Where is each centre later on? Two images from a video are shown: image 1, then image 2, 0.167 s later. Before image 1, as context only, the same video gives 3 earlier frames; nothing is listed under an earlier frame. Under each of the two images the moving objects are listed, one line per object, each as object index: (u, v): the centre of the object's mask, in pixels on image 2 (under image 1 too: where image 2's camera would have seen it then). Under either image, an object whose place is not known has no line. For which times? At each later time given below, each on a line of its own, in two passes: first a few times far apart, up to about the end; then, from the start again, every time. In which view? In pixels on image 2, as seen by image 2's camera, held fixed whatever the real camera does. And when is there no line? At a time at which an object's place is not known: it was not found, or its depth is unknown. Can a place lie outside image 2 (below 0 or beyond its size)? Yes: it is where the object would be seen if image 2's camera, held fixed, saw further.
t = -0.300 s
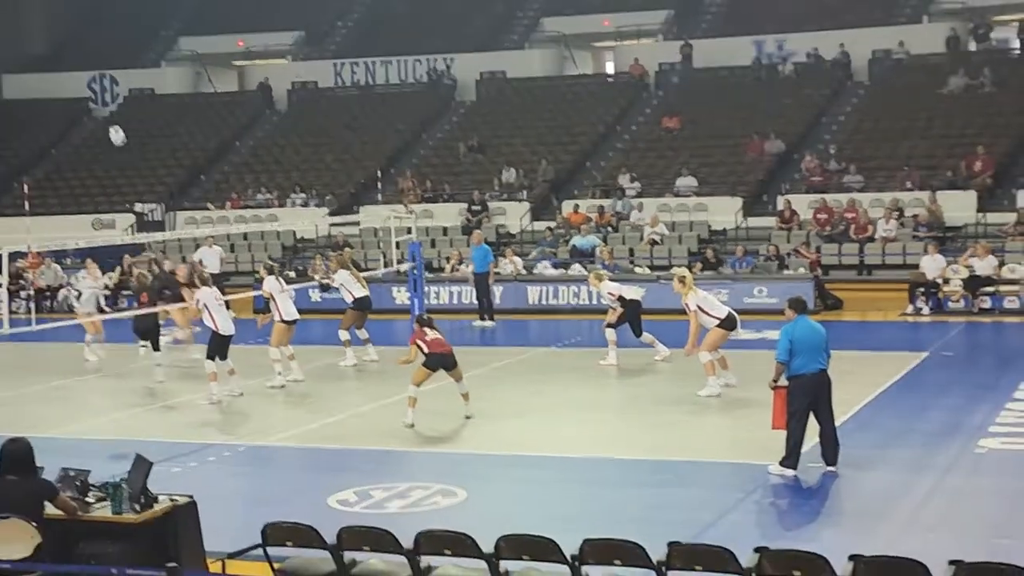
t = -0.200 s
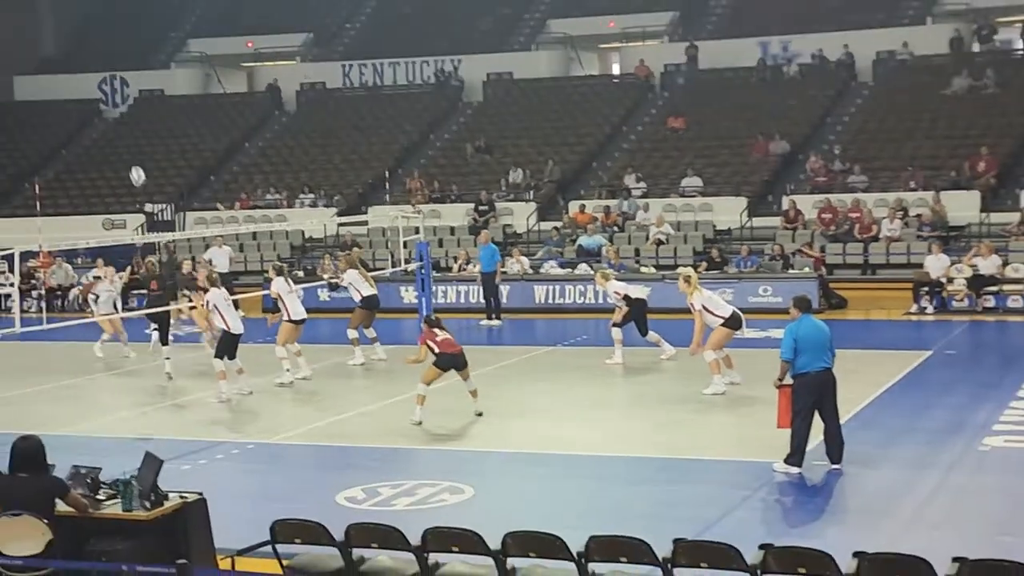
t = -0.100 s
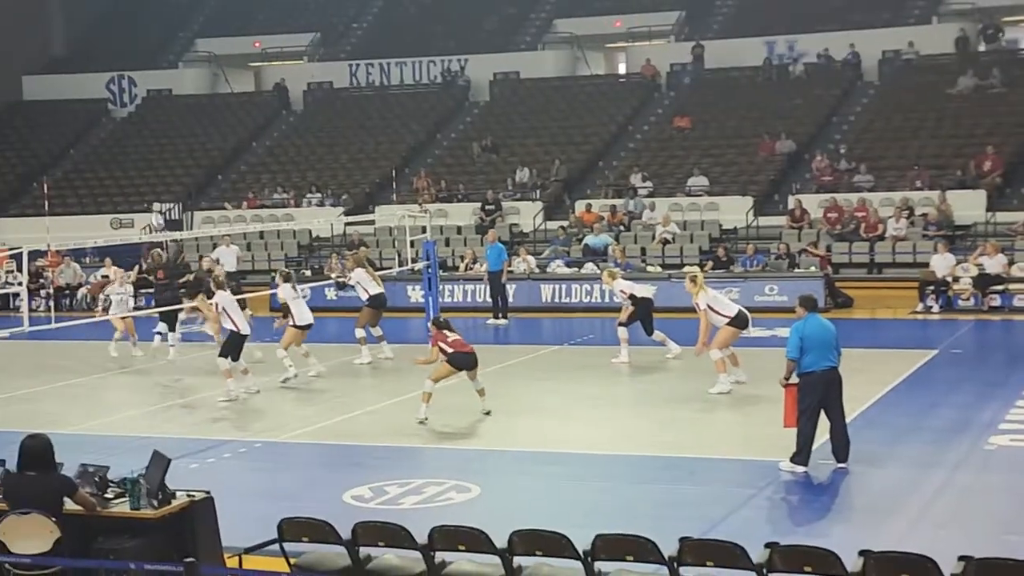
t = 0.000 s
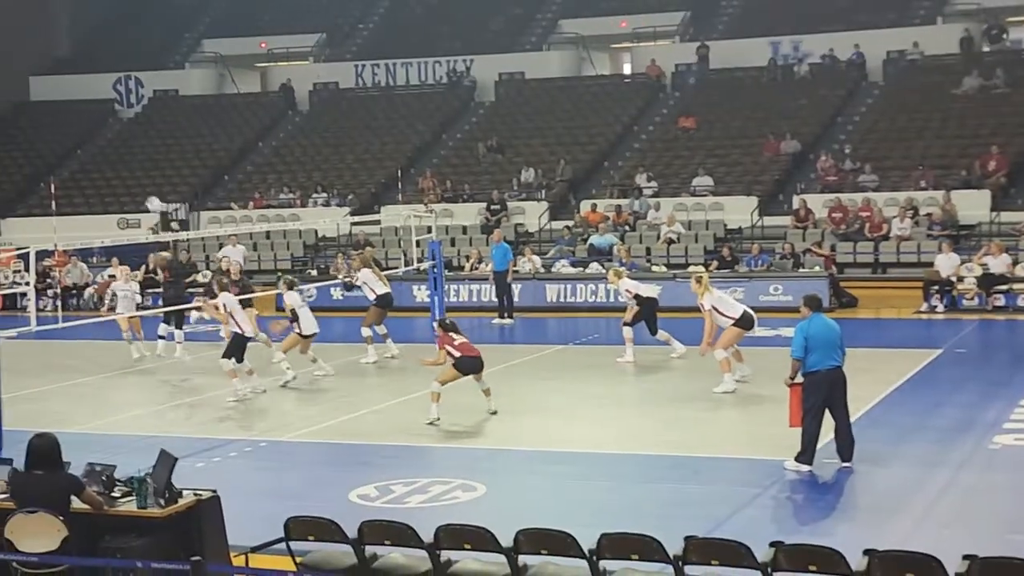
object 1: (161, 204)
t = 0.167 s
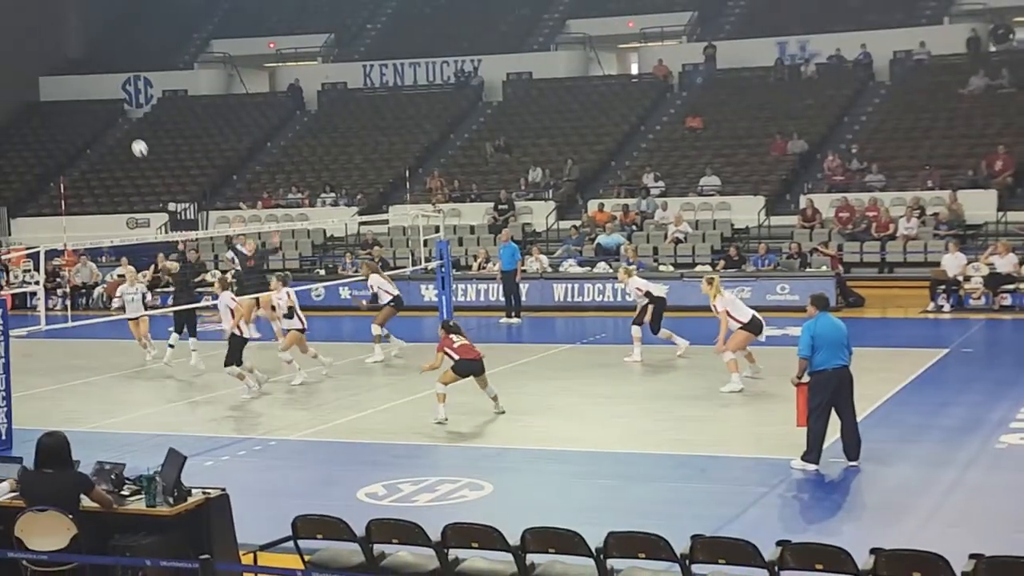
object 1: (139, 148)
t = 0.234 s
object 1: (130, 130)
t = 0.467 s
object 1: (98, 93)
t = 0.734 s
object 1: (64, 97)
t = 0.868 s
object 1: (47, 119)
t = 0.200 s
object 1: (135, 139)
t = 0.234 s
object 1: (130, 130)
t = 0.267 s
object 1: (126, 123)
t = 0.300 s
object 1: (122, 116)
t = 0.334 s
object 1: (117, 110)
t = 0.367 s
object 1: (112, 104)
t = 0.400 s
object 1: (107, 100)
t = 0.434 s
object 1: (103, 96)
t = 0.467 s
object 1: (98, 93)
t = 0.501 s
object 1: (94, 90)
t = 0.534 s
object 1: (89, 88)
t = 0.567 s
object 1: (85, 87)
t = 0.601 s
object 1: (81, 87)
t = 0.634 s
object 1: (76, 88)
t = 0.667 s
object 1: (72, 90)
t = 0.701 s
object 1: (67, 93)
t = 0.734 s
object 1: (64, 97)
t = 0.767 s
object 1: (59, 101)
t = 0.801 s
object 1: (55, 106)
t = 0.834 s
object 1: (51, 112)
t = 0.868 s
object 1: (47, 119)
